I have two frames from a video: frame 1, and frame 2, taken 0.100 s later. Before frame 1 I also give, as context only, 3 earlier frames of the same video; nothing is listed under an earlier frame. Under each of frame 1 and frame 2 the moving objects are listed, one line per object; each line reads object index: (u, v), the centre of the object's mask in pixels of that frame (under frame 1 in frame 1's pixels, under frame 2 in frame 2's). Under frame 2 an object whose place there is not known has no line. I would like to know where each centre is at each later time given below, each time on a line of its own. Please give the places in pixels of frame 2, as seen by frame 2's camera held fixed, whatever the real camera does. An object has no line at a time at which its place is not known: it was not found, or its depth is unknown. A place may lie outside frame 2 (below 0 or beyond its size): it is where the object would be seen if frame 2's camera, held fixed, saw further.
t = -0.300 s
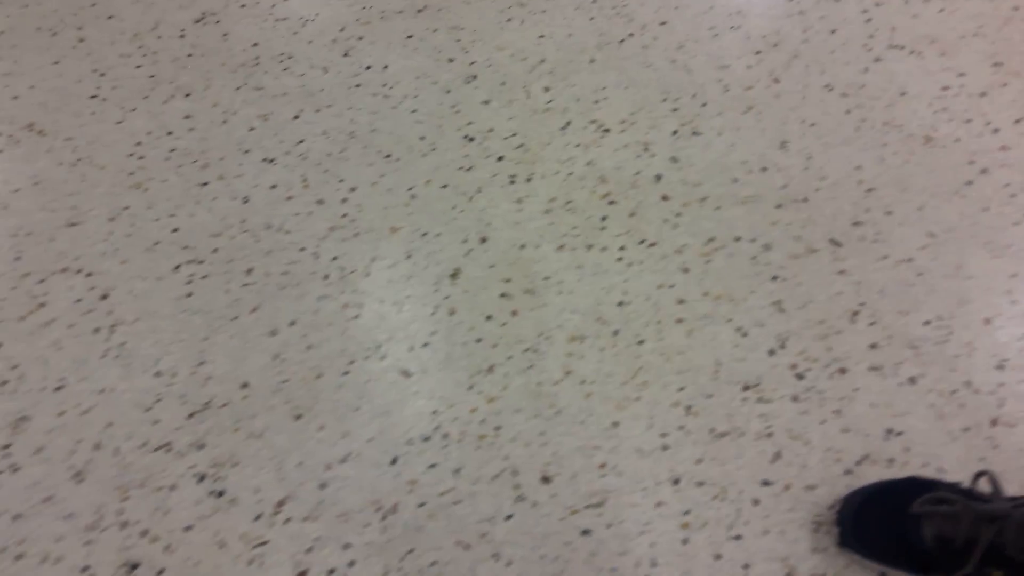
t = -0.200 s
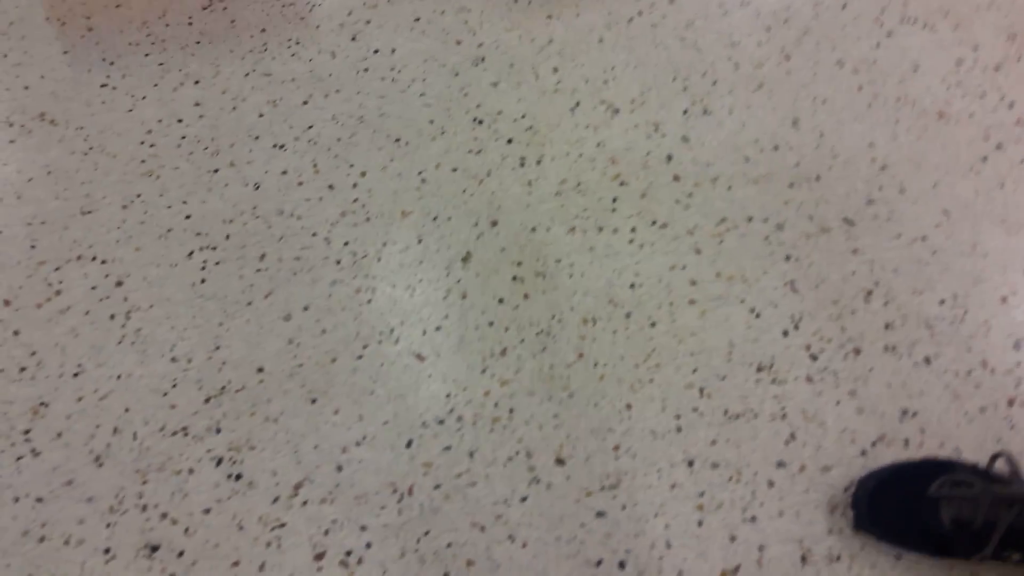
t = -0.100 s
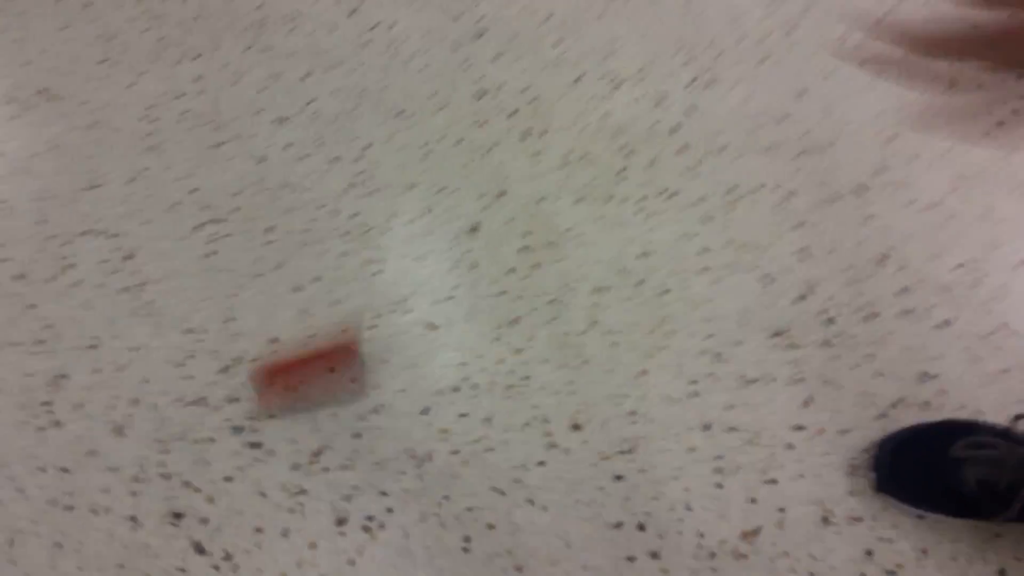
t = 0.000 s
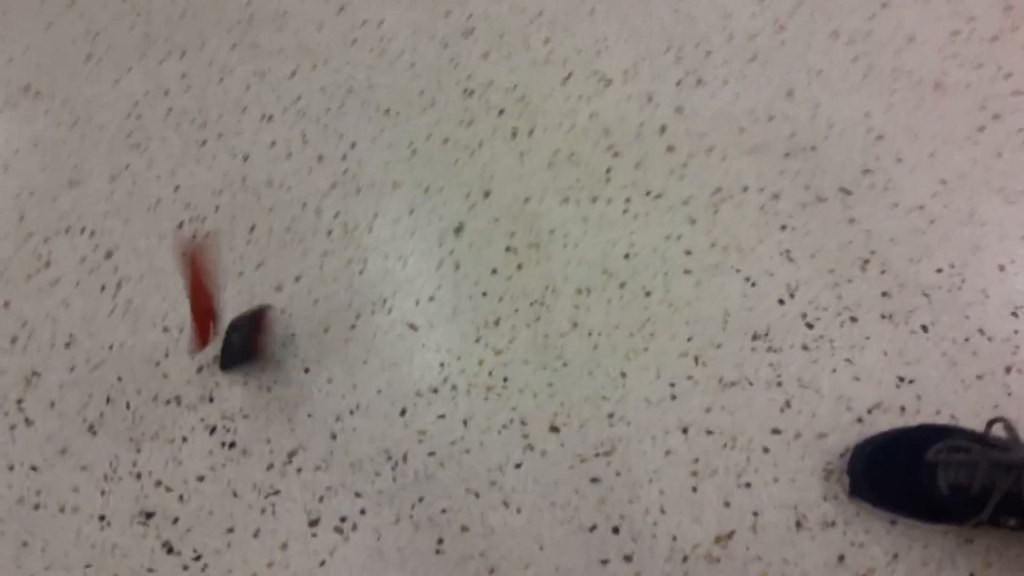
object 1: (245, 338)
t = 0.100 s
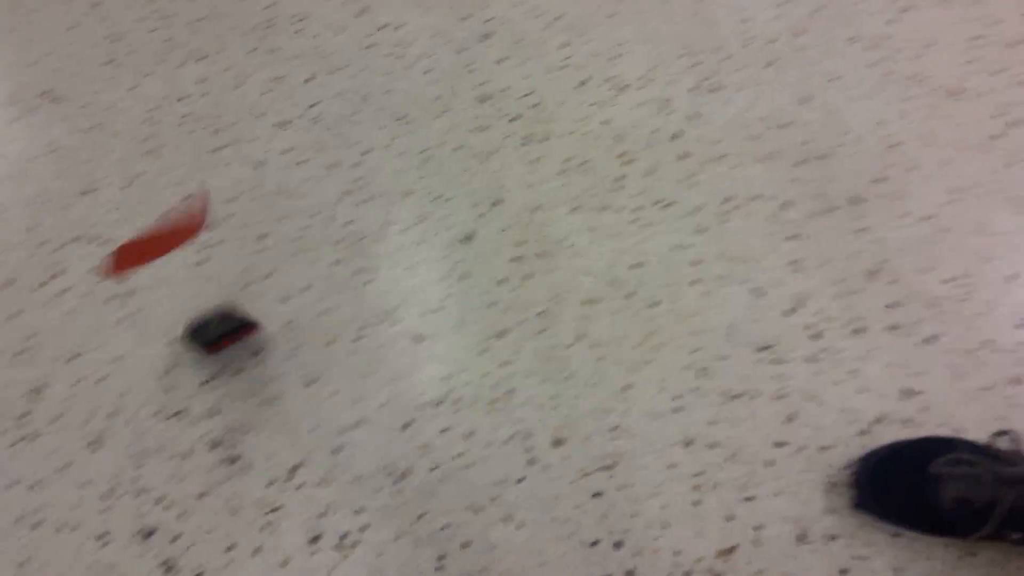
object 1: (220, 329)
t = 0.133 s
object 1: (216, 329)
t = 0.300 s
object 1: (205, 324)
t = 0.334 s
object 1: (207, 325)
